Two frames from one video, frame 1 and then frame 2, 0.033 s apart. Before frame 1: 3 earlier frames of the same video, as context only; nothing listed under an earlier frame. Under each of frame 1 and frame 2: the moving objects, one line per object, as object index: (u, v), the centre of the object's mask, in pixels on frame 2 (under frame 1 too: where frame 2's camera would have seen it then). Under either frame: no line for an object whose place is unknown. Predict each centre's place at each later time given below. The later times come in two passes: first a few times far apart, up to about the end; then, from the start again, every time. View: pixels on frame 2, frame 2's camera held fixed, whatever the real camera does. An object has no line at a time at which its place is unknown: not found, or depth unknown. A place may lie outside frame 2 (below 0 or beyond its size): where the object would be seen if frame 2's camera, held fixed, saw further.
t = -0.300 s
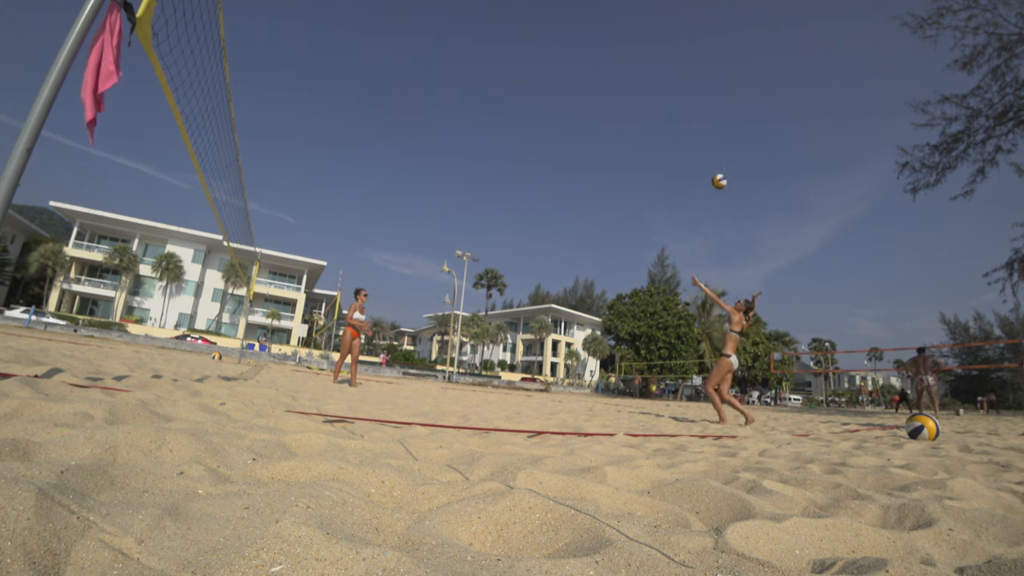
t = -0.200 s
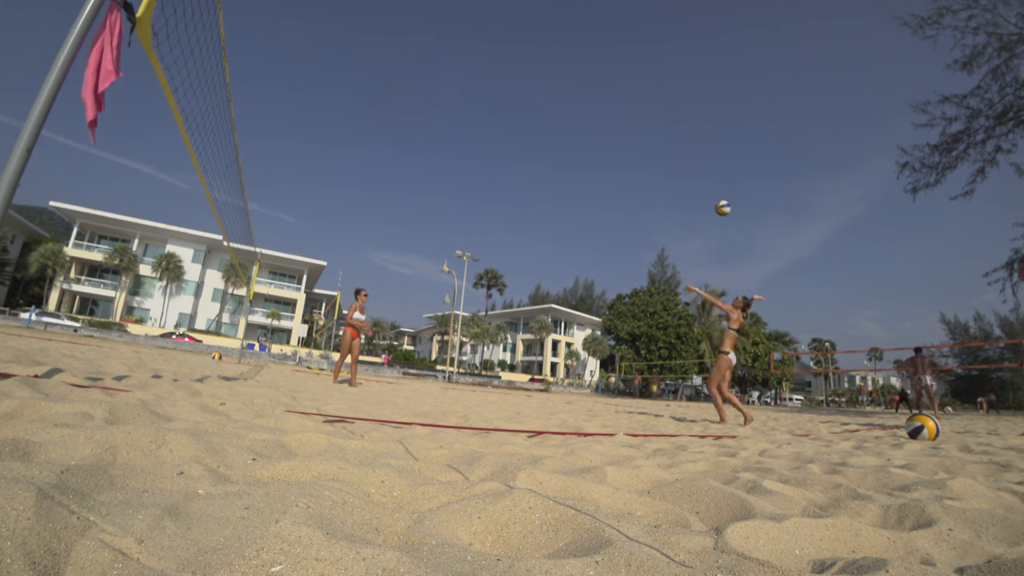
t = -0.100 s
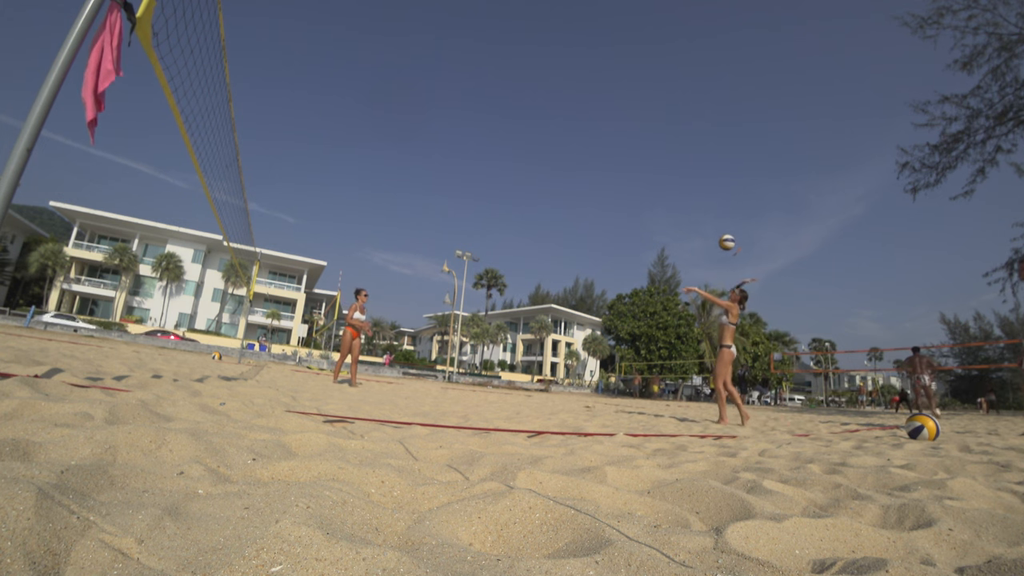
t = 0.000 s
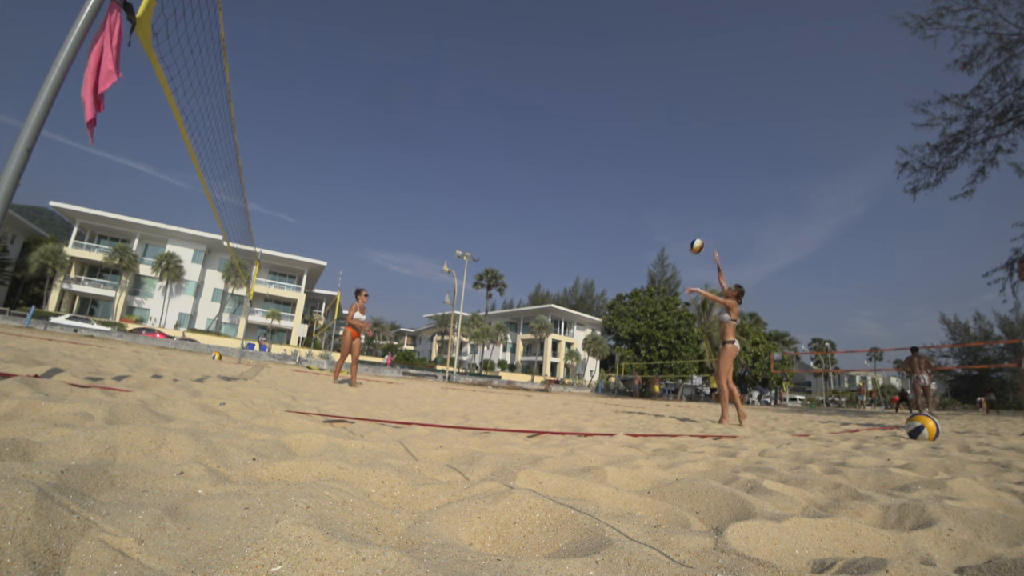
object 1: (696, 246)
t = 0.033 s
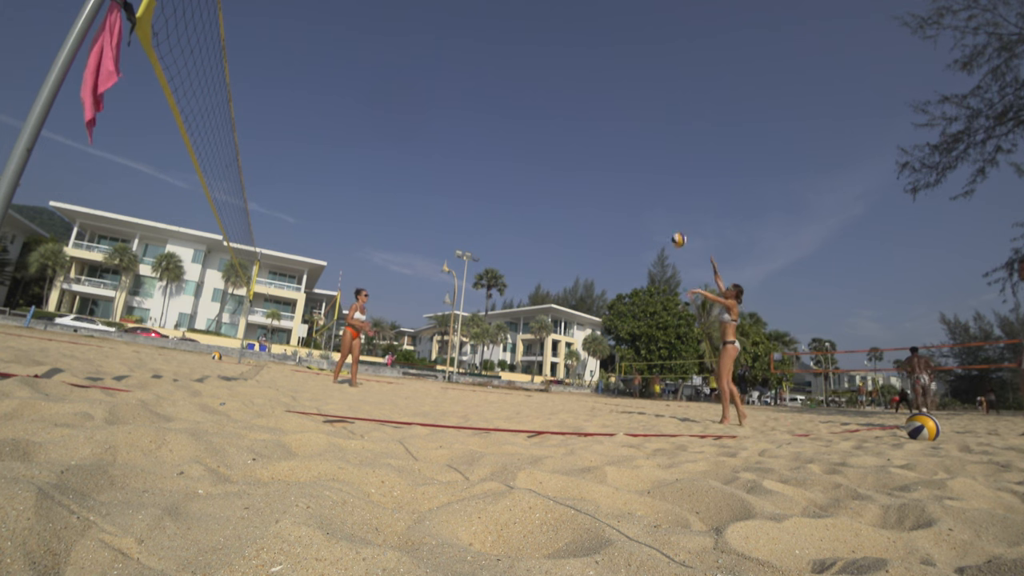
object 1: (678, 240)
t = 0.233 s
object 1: (585, 219)
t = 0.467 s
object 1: (501, 229)
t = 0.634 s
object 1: (455, 251)
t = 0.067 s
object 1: (662, 234)
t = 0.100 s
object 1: (645, 230)
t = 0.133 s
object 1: (629, 226)
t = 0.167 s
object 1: (614, 223)
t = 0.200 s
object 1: (599, 221)
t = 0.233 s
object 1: (585, 219)
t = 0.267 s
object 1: (572, 219)
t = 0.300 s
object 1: (559, 220)
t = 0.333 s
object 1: (548, 221)
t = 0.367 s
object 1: (535, 222)
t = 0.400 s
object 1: (524, 224)
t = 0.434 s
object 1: (512, 226)
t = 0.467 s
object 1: (501, 229)
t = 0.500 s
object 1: (492, 233)
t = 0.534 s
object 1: (481, 237)
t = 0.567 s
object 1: (472, 241)
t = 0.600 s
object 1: (461, 247)
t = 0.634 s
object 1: (455, 251)
